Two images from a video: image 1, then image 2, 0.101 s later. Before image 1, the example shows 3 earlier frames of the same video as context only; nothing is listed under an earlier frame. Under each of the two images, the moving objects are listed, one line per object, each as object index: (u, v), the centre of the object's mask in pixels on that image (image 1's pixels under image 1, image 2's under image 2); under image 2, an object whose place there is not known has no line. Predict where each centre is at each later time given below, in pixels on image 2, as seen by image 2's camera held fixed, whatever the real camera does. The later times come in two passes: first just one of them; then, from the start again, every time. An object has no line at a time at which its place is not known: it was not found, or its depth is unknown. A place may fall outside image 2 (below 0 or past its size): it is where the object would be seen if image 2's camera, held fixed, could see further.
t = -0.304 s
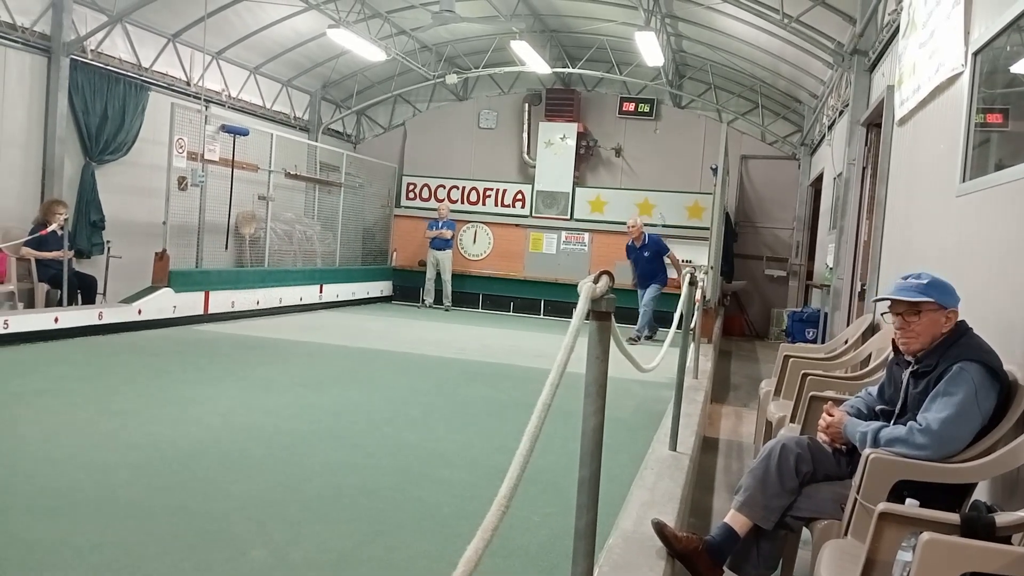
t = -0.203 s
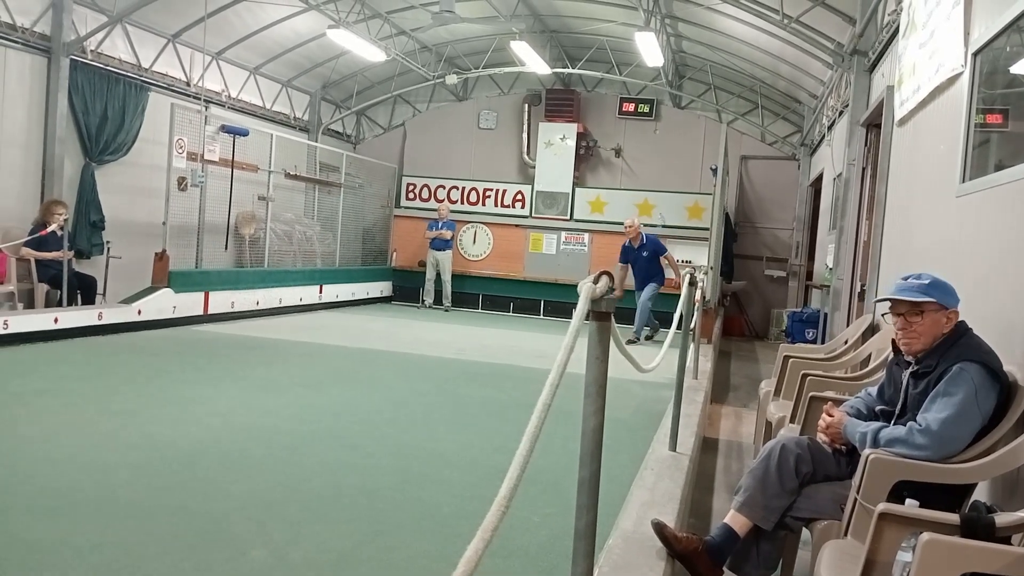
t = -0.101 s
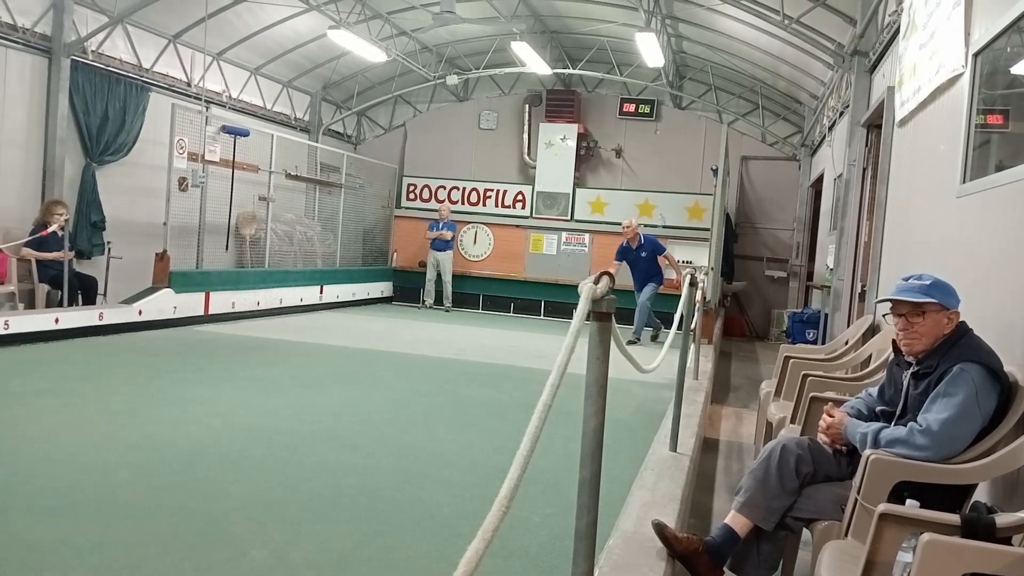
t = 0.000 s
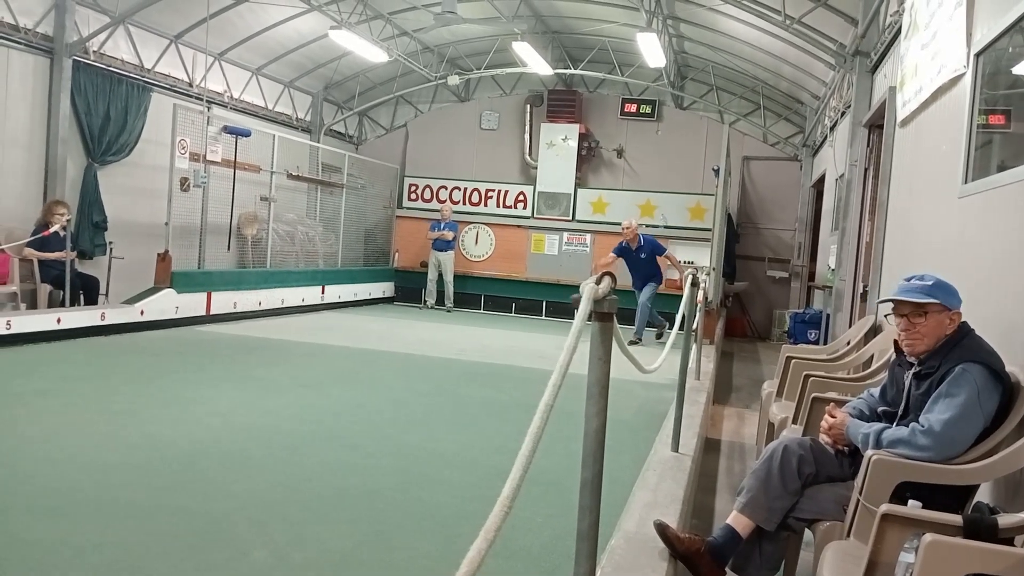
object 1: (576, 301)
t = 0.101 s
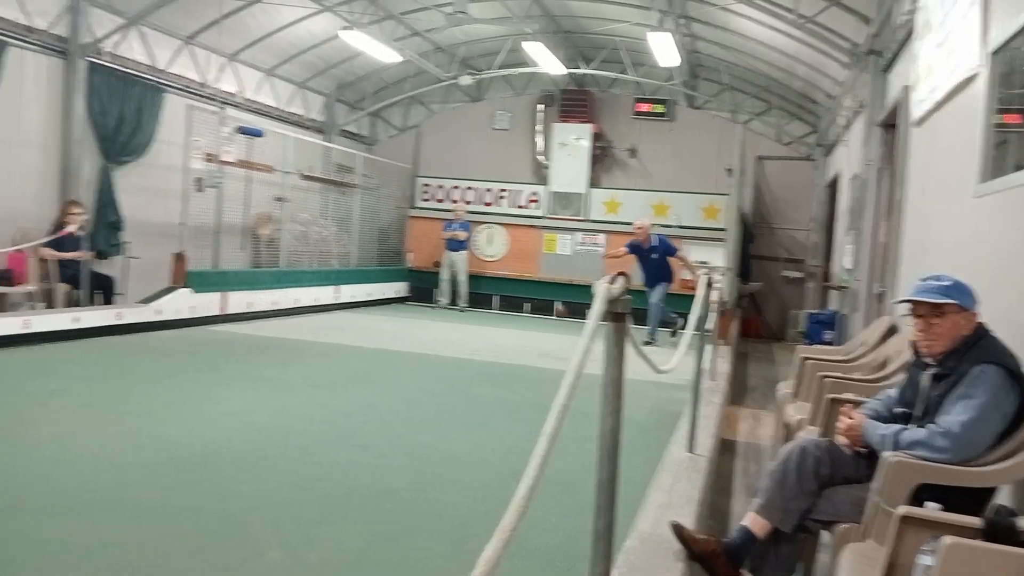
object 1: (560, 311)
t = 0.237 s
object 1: (517, 350)
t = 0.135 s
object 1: (551, 318)
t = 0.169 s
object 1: (540, 328)
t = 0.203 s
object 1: (529, 338)
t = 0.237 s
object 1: (517, 350)
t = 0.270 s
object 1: (508, 355)
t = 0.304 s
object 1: (500, 353)
